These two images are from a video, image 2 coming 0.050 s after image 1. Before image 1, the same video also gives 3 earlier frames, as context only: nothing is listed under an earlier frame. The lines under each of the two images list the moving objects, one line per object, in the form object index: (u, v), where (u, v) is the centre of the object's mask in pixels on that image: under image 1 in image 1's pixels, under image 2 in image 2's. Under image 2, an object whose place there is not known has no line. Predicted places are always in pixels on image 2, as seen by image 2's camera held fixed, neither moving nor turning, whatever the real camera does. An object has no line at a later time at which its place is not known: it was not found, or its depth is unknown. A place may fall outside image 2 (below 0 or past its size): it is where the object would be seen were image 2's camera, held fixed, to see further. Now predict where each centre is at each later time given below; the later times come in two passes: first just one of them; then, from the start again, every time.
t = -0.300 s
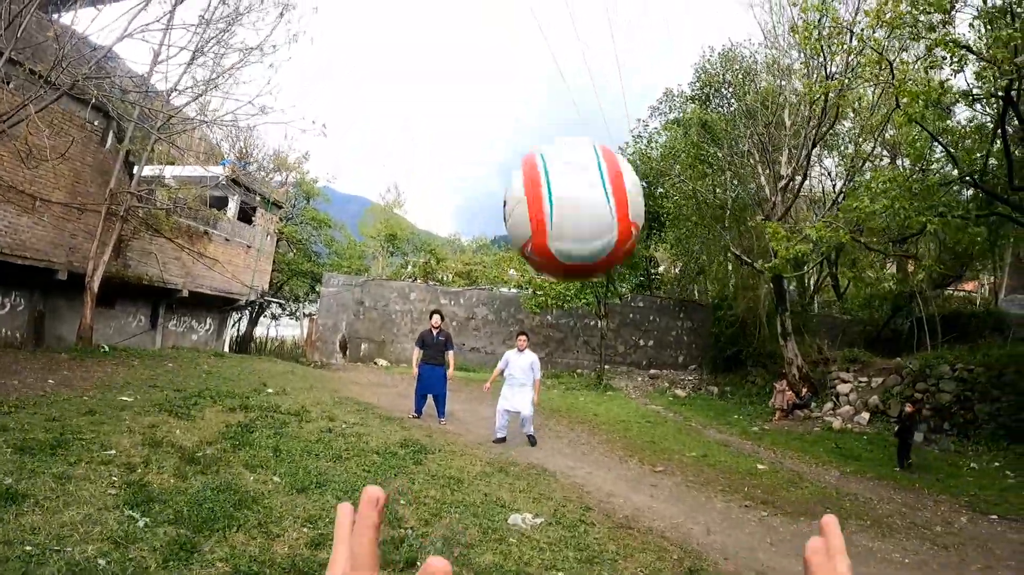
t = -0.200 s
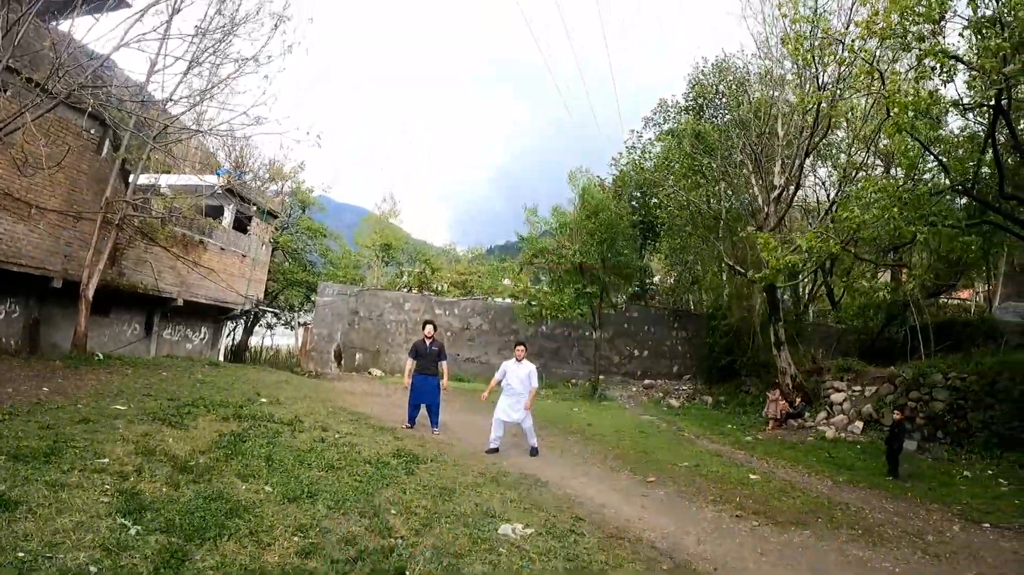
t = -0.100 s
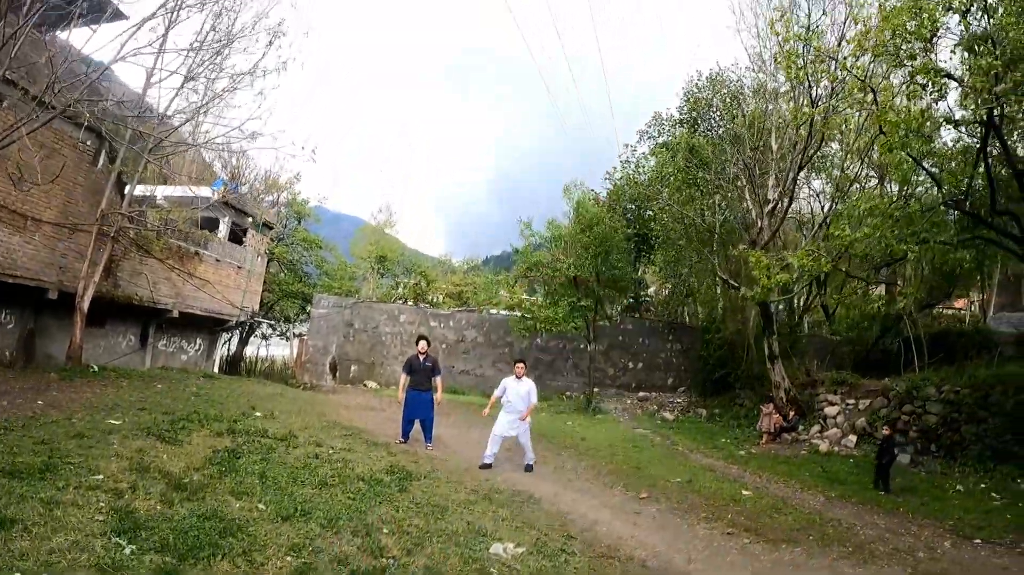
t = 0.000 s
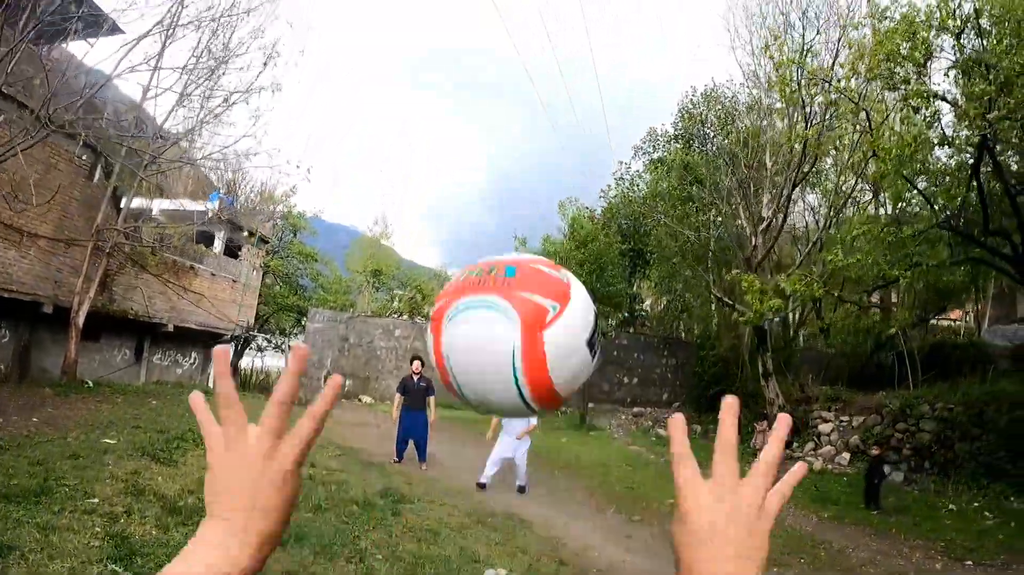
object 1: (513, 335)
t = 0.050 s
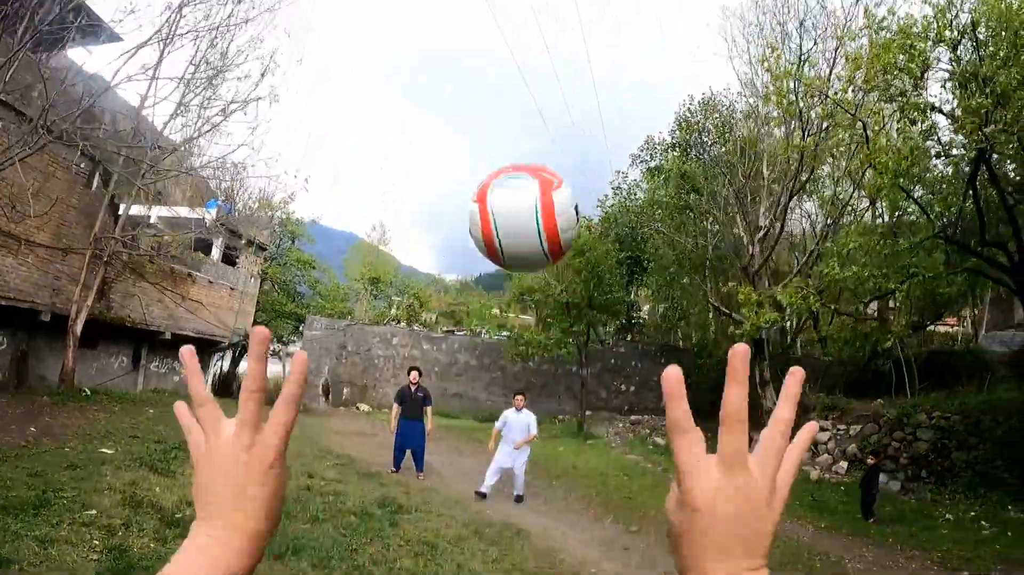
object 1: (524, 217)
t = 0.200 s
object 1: (537, 95)
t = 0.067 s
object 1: (526, 190)
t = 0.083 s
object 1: (529, 169)
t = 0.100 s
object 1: (531, 151)
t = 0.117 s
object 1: (532, 138)
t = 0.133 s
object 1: (534, 127)
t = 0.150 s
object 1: (535, 117)
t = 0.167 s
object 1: (536, 110)
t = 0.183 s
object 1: (536, 102)
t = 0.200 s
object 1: (537, 95)
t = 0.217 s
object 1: (537, 90)
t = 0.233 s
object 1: (538, 84)
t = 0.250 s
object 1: (537, 80)
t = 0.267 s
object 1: (537, 77)
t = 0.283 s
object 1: (537, 74)
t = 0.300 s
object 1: (537, 71)
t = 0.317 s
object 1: (537, 69)
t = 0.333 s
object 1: (536, 68)
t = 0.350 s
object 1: (536, 67)
